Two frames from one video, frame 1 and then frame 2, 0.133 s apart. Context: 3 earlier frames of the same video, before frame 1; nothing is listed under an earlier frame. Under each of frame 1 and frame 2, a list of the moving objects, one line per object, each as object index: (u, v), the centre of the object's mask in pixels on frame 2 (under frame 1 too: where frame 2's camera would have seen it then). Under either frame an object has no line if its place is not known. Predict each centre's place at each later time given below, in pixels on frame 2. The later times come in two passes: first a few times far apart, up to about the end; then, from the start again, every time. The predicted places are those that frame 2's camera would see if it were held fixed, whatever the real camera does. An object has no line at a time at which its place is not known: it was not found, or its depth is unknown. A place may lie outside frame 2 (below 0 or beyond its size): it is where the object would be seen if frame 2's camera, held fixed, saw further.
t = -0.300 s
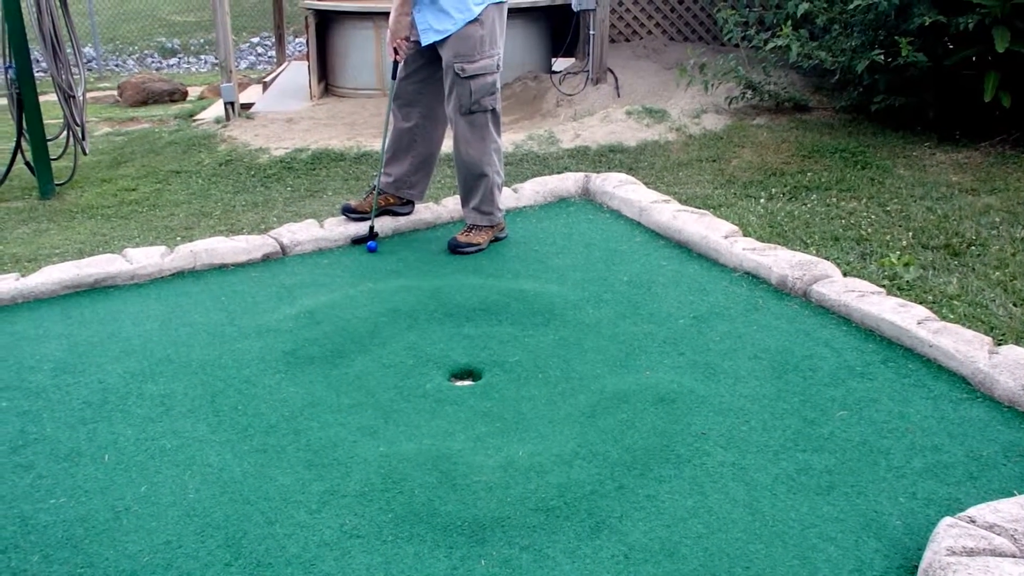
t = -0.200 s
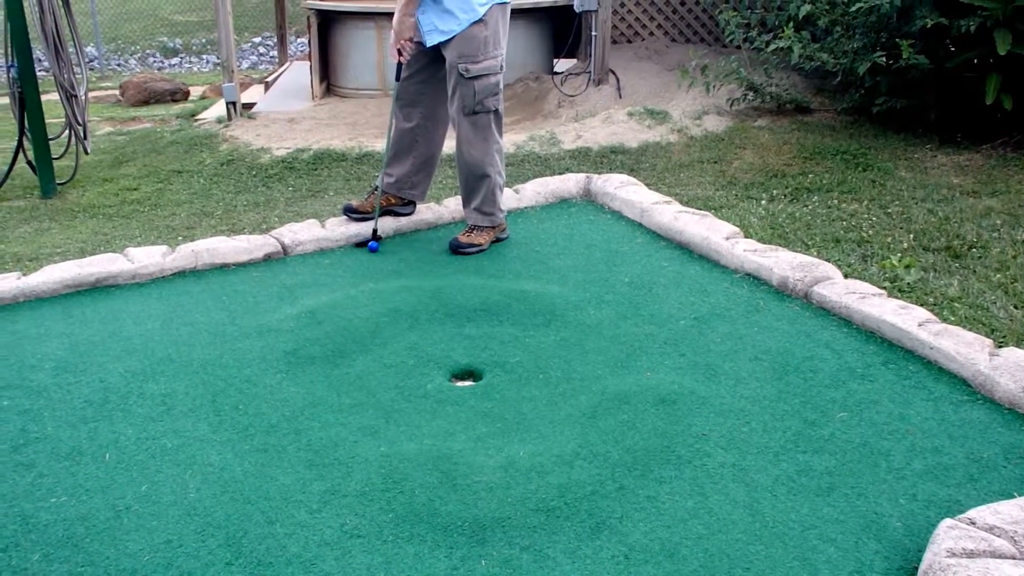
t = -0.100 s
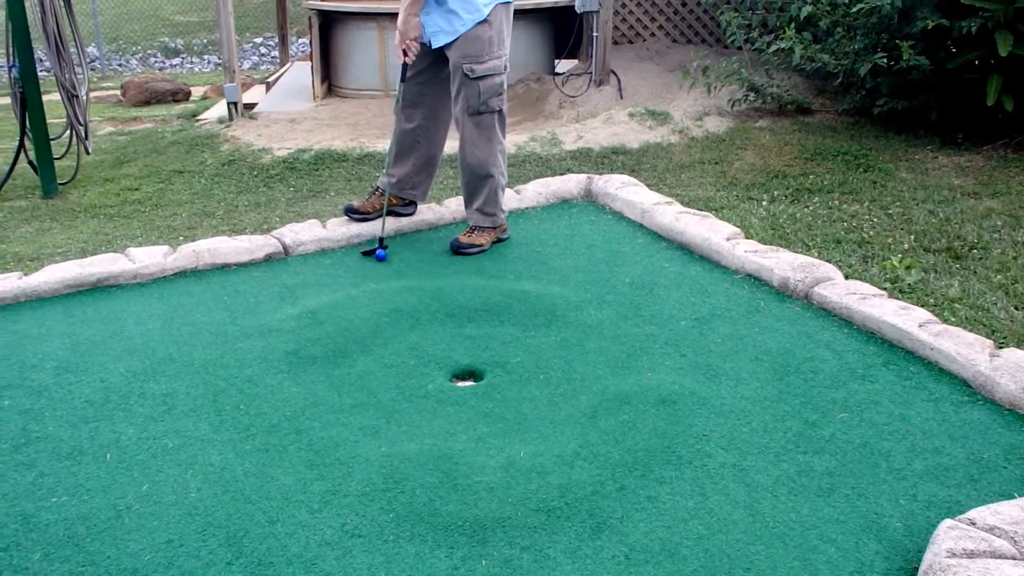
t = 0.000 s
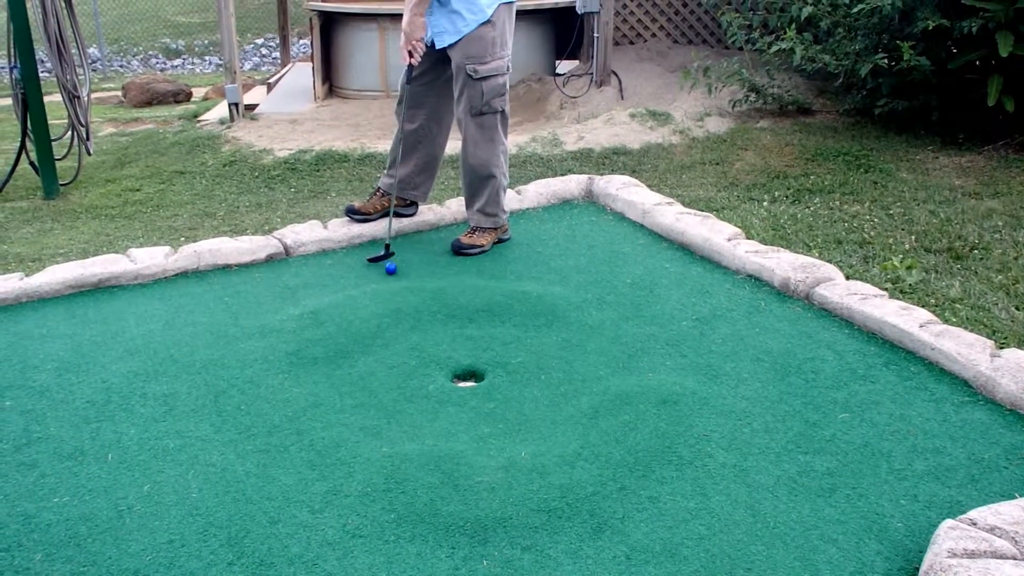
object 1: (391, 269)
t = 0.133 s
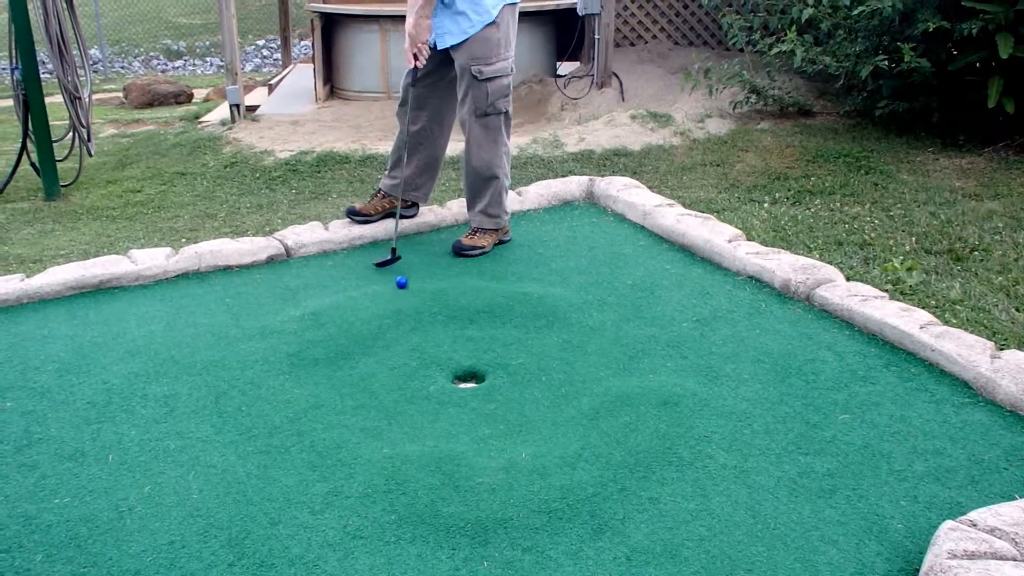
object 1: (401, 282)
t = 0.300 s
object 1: (412, 299)
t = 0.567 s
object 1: (433, 335)
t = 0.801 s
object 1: (453, 364)
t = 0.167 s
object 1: (404, 284)
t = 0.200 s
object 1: (406, 288)
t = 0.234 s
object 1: (408, 292)
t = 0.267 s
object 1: (410, 295)
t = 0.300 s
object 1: (412, 299)
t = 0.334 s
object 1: (414, 302)
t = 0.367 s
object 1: (416, 307)
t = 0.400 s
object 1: (419, 313)
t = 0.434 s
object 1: (421, 317)
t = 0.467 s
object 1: (424, 322)
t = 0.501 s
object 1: (427, 327)
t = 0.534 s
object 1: (430, 331)
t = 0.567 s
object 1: (433, 335)
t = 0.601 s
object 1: (435, 339)
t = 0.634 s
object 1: (438, 343)
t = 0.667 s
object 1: (441, 348)
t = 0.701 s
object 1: (444, 351)
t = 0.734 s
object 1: (447, 355)
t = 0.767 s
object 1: (450, 359)
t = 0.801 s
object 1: (453, 364)
